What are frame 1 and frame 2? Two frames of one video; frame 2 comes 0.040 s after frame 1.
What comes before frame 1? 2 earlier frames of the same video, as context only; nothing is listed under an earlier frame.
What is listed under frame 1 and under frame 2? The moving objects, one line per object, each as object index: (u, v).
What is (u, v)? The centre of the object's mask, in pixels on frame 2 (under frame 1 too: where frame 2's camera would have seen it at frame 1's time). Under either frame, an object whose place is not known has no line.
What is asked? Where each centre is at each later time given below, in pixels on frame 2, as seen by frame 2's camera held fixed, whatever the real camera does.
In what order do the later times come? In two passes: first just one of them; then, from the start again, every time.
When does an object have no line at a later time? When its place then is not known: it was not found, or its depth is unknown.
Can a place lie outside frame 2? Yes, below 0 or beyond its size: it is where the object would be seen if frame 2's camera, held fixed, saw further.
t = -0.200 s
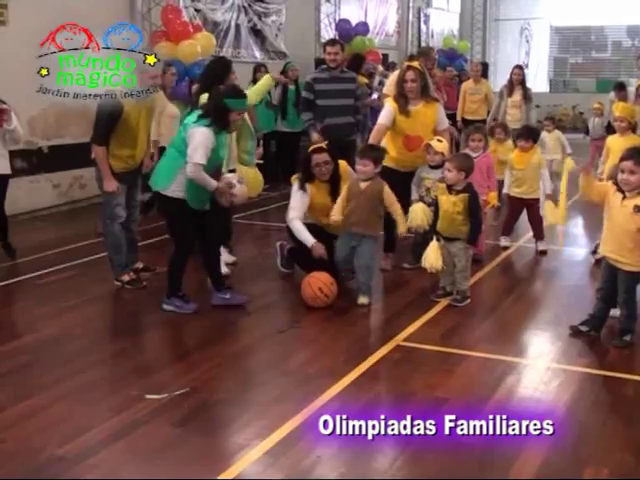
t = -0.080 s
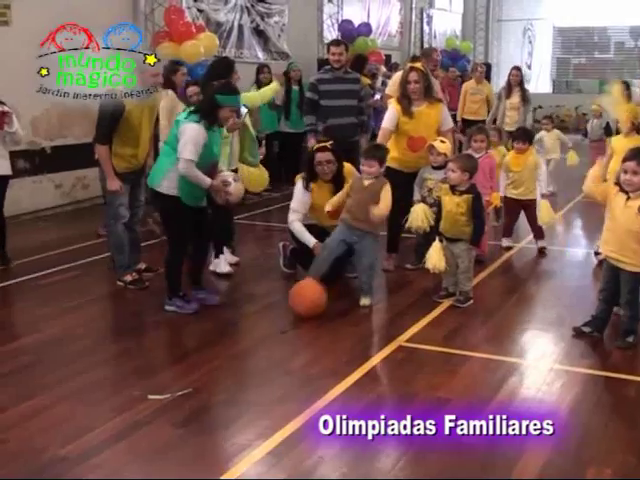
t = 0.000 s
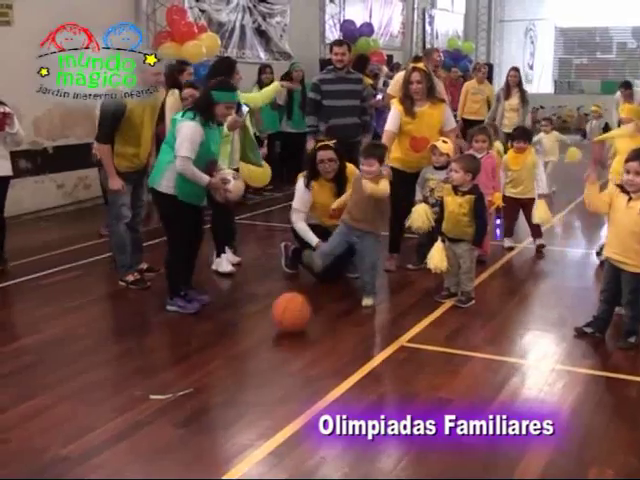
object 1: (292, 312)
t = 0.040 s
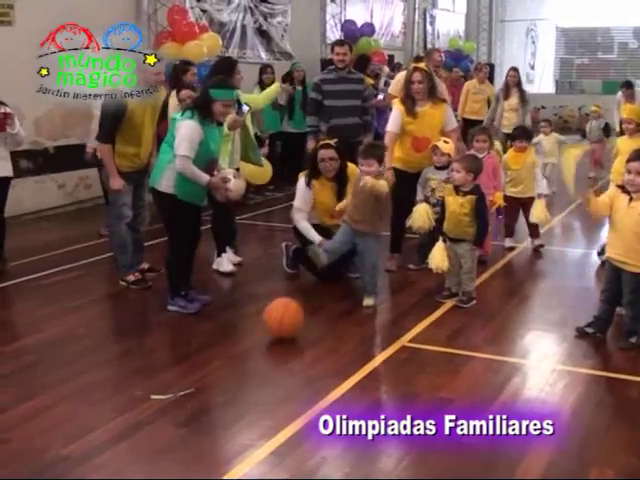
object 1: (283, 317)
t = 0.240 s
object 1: (241, 348)
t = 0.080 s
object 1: (276, 321)
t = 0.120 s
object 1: (268, 327)
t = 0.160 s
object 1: (259, 338)
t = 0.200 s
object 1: (250, 341)
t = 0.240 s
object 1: (241, 348)
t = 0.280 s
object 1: (231, 357)
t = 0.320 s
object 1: (221, 366)
